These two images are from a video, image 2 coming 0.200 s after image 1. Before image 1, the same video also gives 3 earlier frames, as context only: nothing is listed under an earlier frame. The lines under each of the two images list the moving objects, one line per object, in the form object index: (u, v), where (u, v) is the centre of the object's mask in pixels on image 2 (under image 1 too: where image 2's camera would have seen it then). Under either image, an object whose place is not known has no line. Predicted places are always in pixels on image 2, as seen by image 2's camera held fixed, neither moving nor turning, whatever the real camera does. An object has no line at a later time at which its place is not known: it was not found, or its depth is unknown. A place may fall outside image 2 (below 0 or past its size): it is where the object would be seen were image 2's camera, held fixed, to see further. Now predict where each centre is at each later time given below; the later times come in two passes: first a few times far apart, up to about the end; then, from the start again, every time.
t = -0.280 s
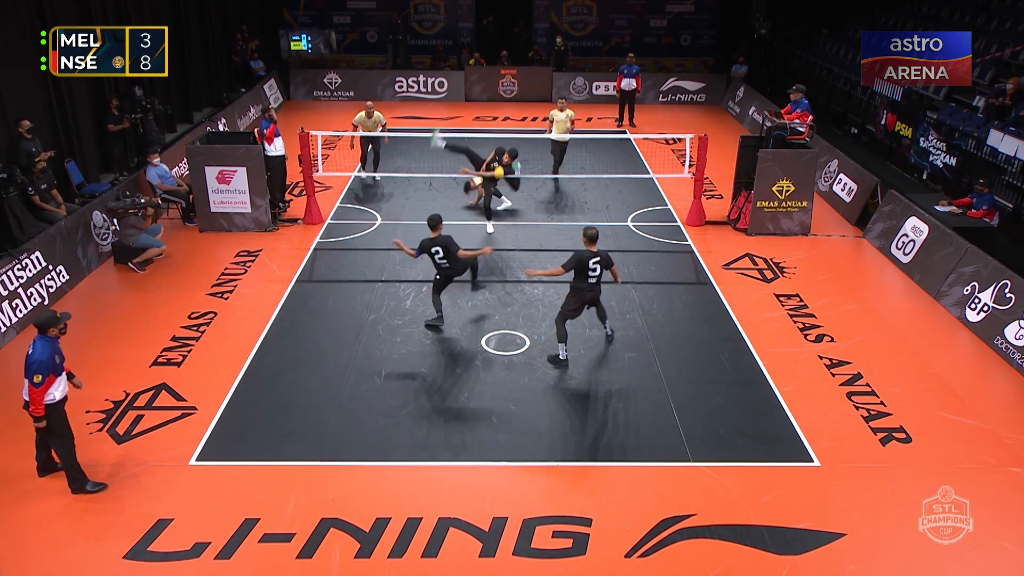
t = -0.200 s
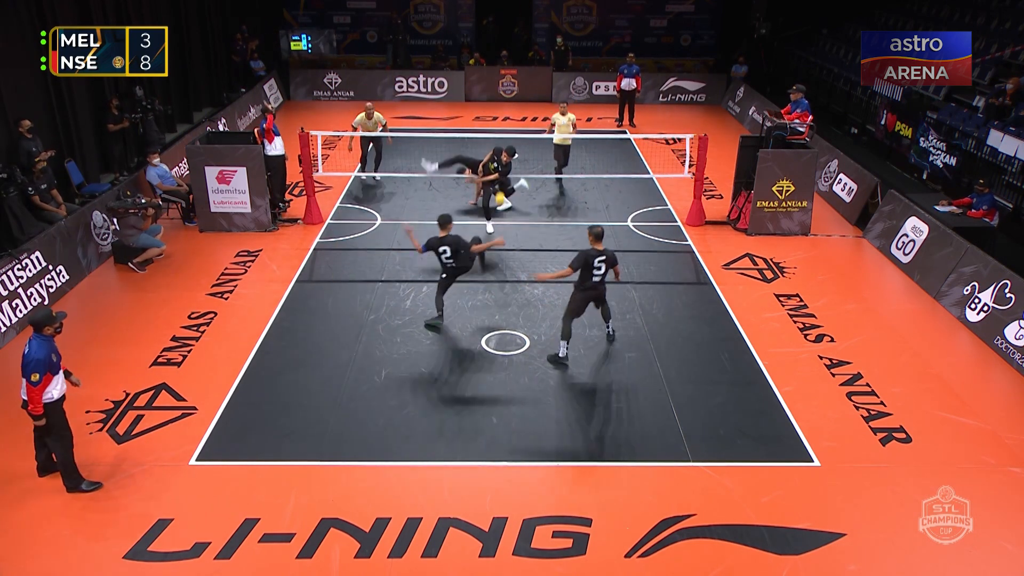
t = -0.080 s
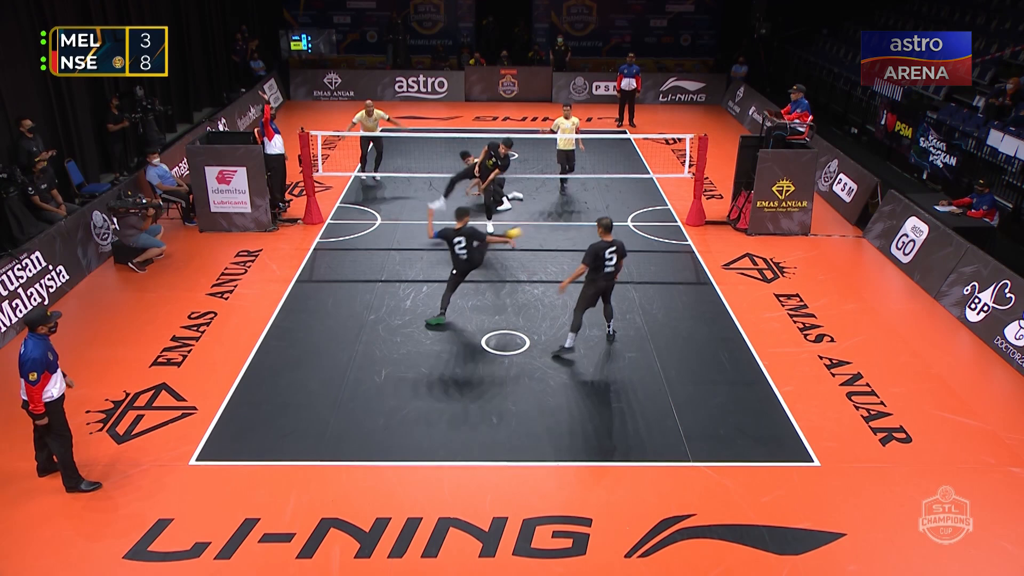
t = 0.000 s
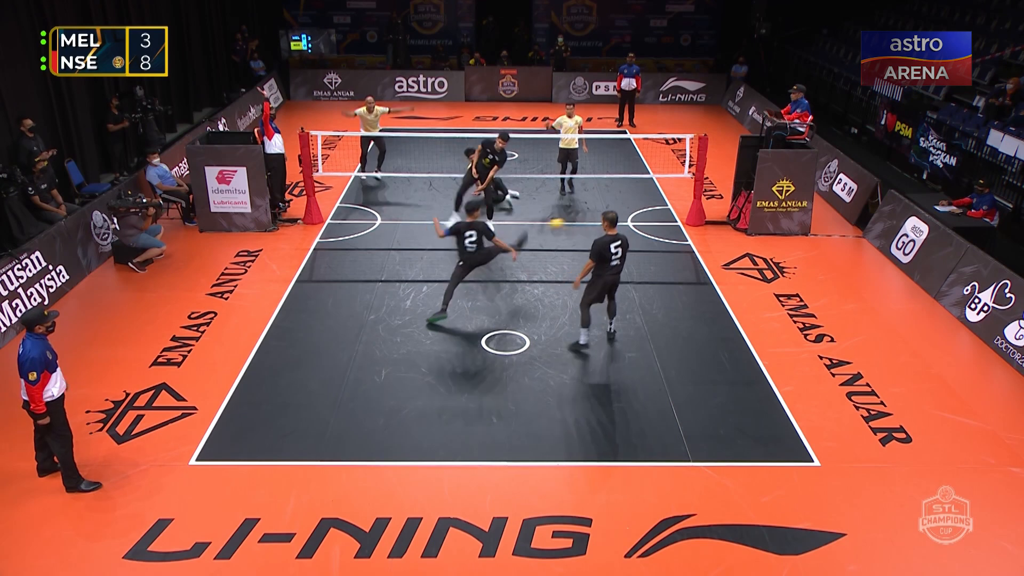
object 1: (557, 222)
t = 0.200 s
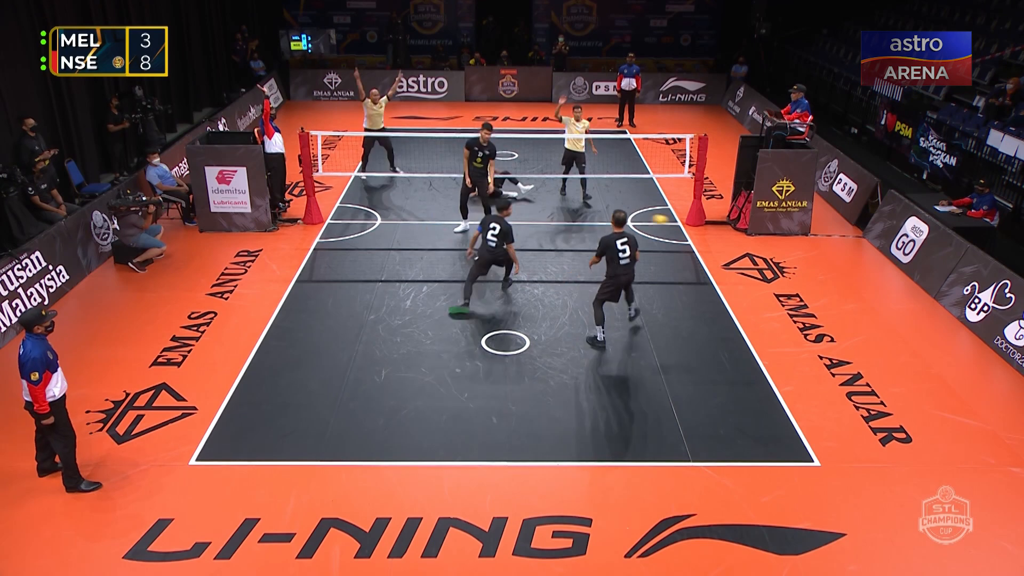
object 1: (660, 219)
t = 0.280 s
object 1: (700, 226)
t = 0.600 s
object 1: (841, 293)
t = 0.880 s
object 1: (962, 268)
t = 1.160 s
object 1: (964, 234)
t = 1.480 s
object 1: (926, 249)
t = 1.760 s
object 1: (894, 292)
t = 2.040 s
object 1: (920, 270)
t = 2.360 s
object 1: (933, 306)
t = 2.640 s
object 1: (949, 302)
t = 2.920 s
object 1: (959, 323)
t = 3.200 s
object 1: (975, 336)
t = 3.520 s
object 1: (984, 345)
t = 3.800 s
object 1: (983, 352)
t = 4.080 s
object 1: (980, 358)
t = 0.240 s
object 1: (680, 222)
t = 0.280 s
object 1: (700, 226)
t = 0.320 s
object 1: (719, 231)
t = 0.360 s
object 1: (737, 236)
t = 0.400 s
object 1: (756, 243)
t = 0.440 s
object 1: (775, 252)
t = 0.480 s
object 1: (791, 261)
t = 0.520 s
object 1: (809, 271)
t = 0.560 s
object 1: (825, 282)
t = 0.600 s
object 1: (841, 293)
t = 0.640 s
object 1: (859, 286)
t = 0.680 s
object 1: (876, 281)
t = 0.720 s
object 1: (893, 276)
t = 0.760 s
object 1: (911, 273)
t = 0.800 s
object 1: (927, 270)
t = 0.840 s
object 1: (944, 269)
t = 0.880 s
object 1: (962, 268)
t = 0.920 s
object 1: (978, 269)
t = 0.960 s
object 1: (978, 261)
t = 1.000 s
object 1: (975, 253)
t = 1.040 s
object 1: (973, 246)
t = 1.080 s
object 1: (970, 241)
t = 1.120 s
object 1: (967, 237)
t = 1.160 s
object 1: (964, 234)
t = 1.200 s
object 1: (960, 232)
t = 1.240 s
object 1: (956, 231)
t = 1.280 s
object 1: (952, 231)
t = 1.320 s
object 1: (947, 233)
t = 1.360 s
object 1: (942, 235)
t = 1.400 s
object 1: (937, 238)
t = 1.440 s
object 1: (931, 243)
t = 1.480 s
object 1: (926, 249)
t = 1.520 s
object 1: (920, 255)
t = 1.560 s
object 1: (914, 263)
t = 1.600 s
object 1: (908, 271)
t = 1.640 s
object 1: (901, 280)
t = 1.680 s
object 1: (895, 291)
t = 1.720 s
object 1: (889, 300)
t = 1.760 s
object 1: (894, 292)
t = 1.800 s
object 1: (898, 286)
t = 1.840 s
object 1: (903, 280)
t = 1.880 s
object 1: (907, 276)
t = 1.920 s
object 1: (910, 273)
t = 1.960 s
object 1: (914, 271)
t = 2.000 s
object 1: (917, 270)
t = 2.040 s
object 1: (920, 270)
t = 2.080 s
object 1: (922, 270)
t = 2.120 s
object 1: (924, 272)
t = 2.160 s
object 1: (926, 275)
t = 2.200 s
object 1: (928, 280)
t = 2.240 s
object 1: (930, 284)
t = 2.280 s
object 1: (931, 291)
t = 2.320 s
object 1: (932, 298)
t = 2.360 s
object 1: (933, 306)
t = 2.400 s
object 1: (933, 314)
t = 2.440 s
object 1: (936, 310)
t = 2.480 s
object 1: (940, 306)
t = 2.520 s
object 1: (942, 303)
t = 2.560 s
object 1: (945, 302)
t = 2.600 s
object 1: (947, 301)
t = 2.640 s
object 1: (949, 302)
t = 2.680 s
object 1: (951, 304)
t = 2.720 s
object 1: (952, 306)
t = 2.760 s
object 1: (954, 310)
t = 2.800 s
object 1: (954, 315)
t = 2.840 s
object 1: (955, 321)
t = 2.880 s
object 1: (956, 326)
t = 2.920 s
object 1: (959, 323)
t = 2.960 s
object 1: (962, 322)
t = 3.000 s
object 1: (965, 322)
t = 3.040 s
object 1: (967, 324)
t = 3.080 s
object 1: (970, 326)
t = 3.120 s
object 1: (972, 329)
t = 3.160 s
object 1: (973, 333)
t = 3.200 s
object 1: (975, 336)
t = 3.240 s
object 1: (978, 335)
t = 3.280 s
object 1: (981, 336)
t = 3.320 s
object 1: (983, 337)
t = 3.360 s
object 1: (986, 340)
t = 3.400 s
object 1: (986, 342)
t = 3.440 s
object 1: (985, 343)
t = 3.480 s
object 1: (985, 344)
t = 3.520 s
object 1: (984, 345)
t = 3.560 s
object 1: (984, 346)
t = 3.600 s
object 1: (984, 347)
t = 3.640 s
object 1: (984, 348)
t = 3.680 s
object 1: (983, 349)
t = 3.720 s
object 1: (983, 350)
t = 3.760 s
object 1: (983, 351)
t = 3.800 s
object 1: (983, 352)
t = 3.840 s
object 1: (982, 353)
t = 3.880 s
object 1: (982, 354)
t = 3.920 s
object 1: (982, 355)
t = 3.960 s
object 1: (981, 356)
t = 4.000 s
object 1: (981, 357)
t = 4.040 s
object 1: (981, 357)
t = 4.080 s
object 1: (980, 358)
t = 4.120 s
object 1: (980, 359)
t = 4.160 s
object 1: (980, 360)
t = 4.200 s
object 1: (980, 361)
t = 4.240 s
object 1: (980, 362)
